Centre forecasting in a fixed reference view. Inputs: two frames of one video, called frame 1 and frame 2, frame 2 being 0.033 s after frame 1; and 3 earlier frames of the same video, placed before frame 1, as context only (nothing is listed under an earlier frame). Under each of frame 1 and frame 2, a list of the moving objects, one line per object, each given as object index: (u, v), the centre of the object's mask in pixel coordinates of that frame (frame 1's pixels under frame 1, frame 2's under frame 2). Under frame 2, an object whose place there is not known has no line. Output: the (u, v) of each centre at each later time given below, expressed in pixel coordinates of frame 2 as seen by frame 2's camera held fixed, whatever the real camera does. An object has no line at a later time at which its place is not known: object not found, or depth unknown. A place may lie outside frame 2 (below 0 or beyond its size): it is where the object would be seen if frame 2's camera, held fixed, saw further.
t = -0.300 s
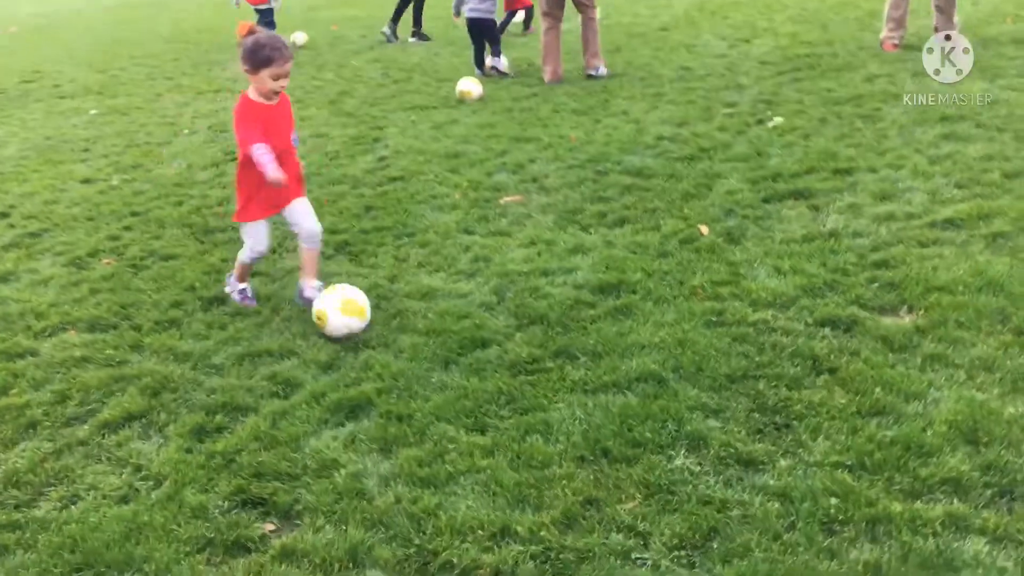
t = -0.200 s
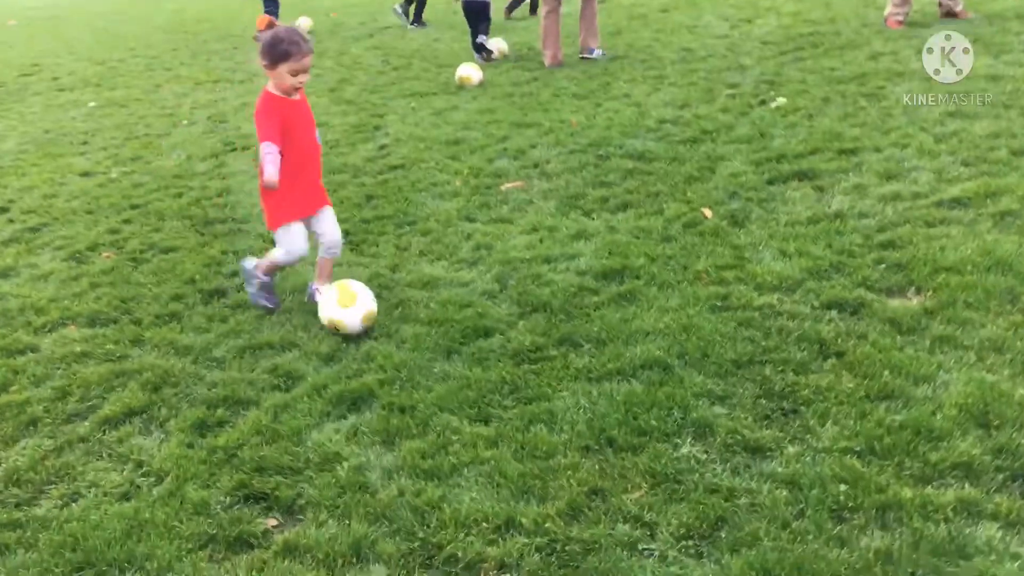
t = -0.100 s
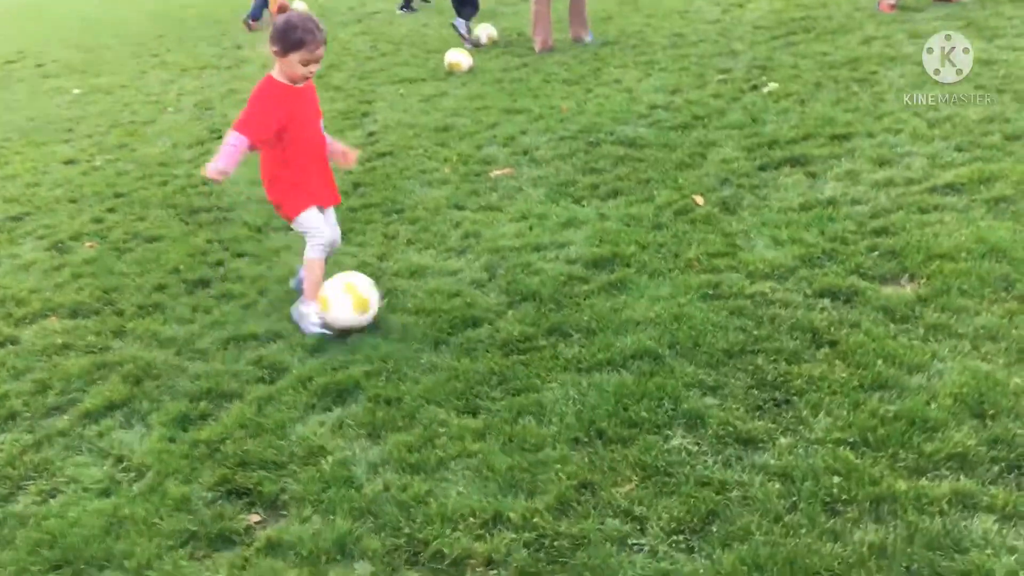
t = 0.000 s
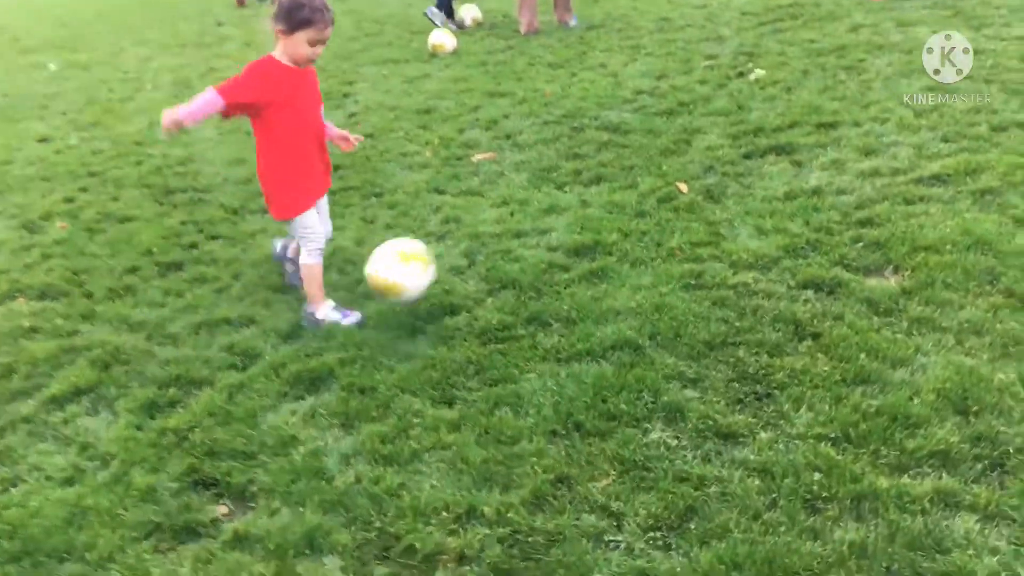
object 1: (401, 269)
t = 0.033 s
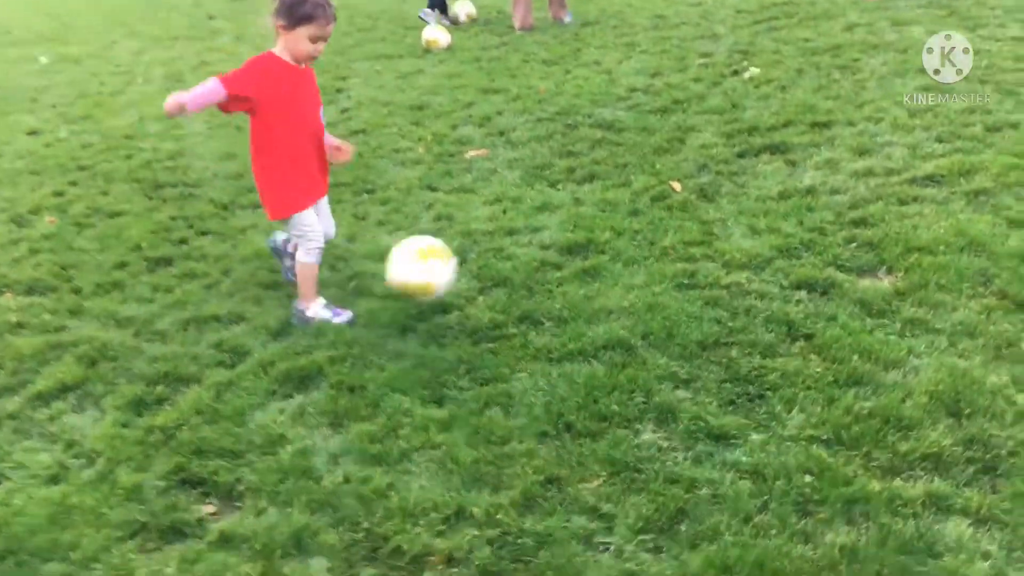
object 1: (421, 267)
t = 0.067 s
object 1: (452, 271)
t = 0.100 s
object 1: (483, 279)
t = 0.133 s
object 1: (517, 291)
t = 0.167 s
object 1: (552, 309)
